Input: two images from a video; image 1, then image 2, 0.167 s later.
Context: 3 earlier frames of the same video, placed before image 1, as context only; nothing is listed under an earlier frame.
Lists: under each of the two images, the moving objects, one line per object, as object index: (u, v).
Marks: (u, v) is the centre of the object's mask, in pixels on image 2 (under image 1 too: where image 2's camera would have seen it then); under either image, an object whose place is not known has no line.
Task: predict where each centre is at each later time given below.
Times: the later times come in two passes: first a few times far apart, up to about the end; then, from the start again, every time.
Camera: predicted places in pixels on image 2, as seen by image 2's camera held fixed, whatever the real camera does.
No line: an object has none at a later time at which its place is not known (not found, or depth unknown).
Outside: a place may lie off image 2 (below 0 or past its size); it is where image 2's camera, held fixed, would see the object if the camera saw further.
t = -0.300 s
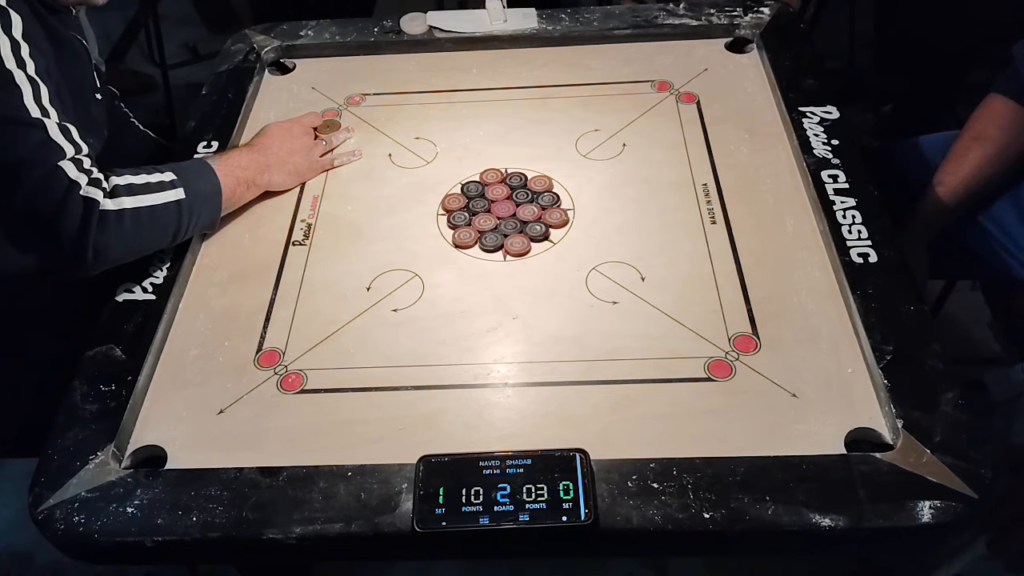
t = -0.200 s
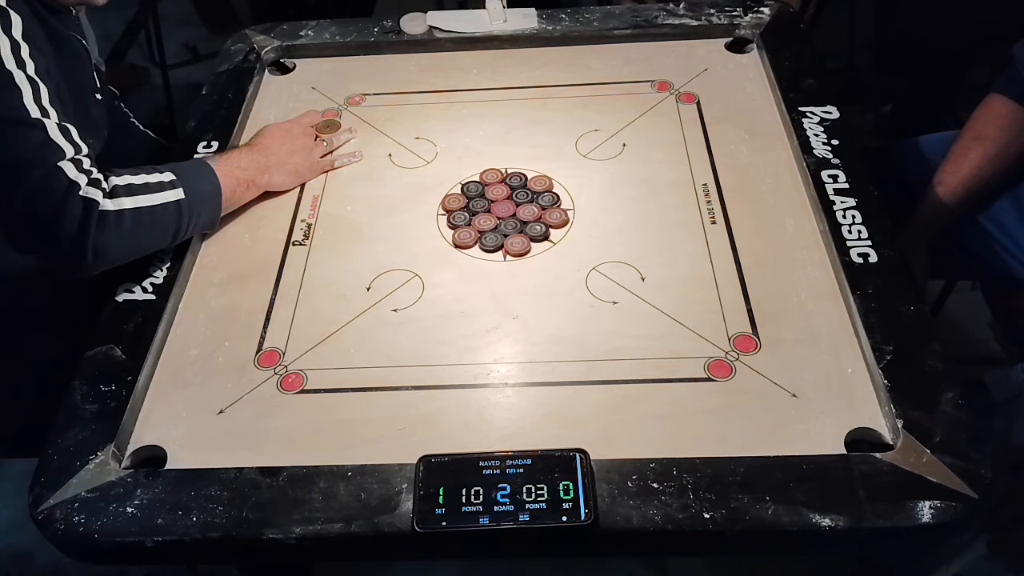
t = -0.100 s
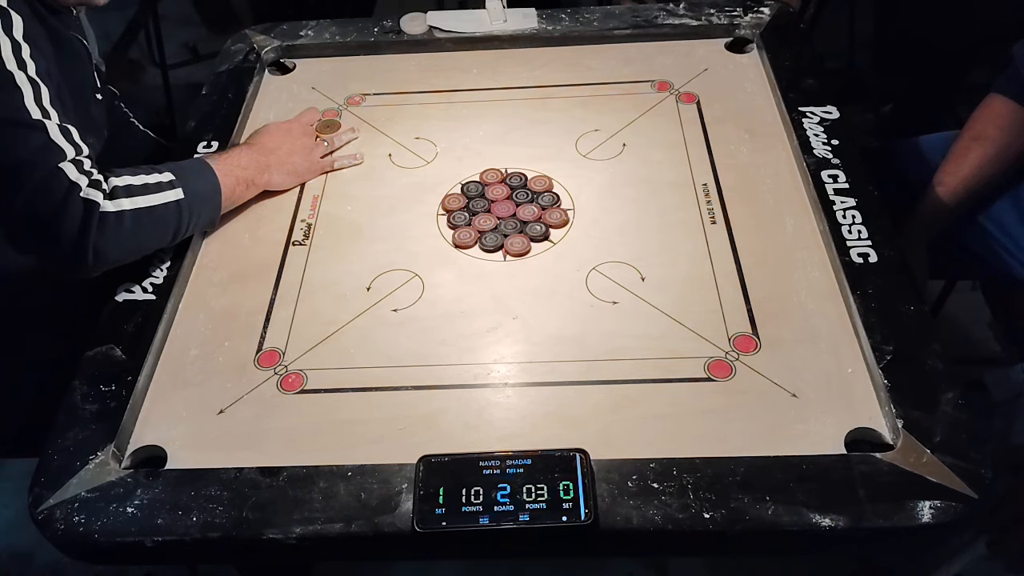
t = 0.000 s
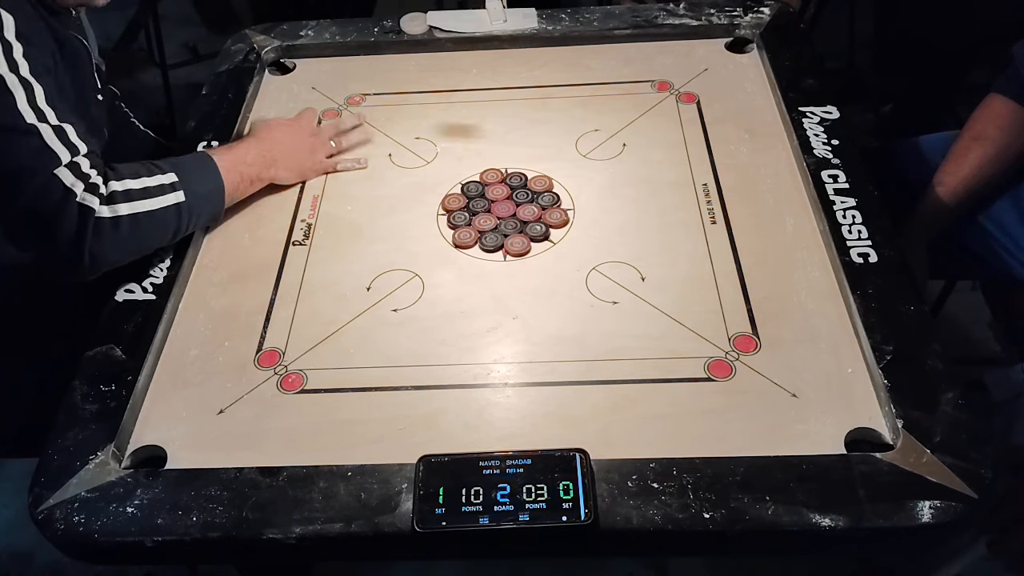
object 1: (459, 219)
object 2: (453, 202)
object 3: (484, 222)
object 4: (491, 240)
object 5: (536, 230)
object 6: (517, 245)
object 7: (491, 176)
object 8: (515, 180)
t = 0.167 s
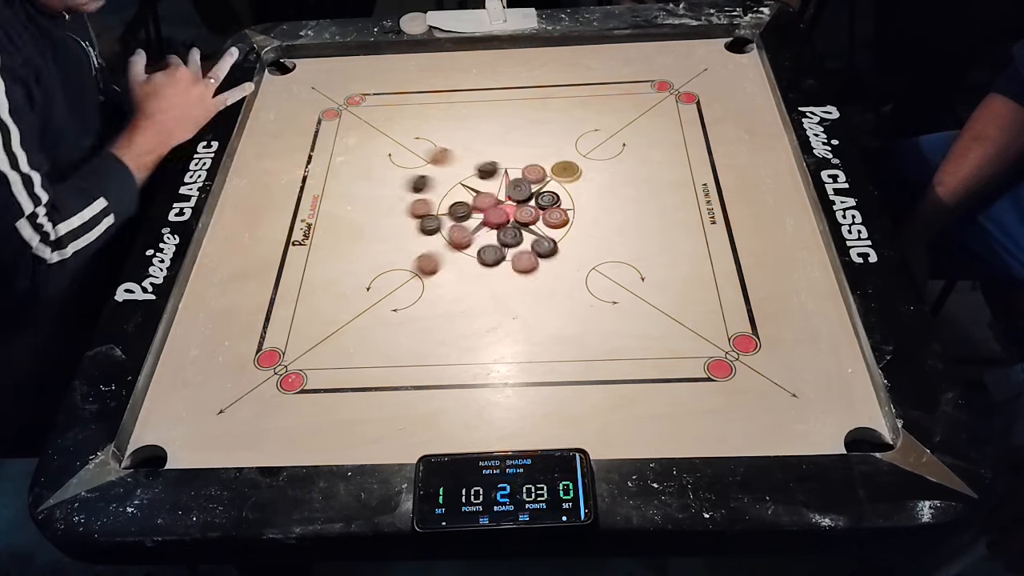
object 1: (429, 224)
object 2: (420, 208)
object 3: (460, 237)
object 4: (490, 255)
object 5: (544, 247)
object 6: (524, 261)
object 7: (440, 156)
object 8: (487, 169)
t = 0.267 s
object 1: (356, 237)
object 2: (336, 222)
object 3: (395, 279)
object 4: (488, 285)
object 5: (564, 285)
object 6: (543, 302)
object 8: (415, 145)
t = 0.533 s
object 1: (229, 260)
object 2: (230, 240)
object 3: (267, 356)
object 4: (487, 310)
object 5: (596, 346)
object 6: (579, 371)
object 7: (440, 91)
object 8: (291, 100)
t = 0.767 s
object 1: (211, 264)
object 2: (251, 238)
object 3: (239, 373)
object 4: (487, 310)
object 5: (598, 348)
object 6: (582, 375)
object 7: (542, 116)
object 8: (283, 87)
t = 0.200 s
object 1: (404, 229)
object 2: (389, 213)
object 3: (437, 252)
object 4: (489, 266)
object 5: (551, 260)
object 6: (531, 276)
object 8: (461, 161)
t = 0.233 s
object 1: (379, 233)
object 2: (362, 218)
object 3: (416, 266)
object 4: (488, 276)
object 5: (558, 273)
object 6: (537, 289)
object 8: (437, 153)
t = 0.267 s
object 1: (356, 237)
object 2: (336, 222)
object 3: (395, 279)
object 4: (488, 285)
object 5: (564, 285)
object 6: (543, 302)
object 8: (415, 145)
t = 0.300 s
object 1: (334, 240)
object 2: (312, 226)
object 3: (374, 291)
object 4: (487, 293)
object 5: (570, 297)
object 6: (549, 315)
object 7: (274, 88)
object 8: (394, 137)
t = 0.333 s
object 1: (314, 244)
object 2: (289, 230)
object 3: (355, 303)
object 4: (487, 299)
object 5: (575, 307)
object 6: (555, 326)
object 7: (297, 76)
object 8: (375, 130)
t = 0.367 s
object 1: (296, 247)
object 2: (269, 233)
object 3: (336, 314)
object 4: (487, 304)
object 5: (580, 316)
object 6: (560, 337)
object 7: (328, 64)
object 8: (358, 124)
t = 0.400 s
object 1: (278, 250)
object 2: (250, 236)
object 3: (319, 324)
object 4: (487, 307)
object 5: (584, 325)
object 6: (565, 346)
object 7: (353, 65)
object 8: (342, 118)
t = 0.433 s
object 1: (263, 253)
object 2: (233, 239)
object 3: (303, 334)
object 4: (487, 309)
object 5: (588, 332)
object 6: (569, 354)
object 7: (376, 71)
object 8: (327, 113)
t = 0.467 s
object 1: (250, 255)
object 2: (218, 241)
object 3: (289, 343)
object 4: (487, 310)
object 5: (592, 338)
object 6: (573, 361)
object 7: (398, 78)
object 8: (313, 108)
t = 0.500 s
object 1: (239, 257)
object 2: (220, 242)
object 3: (277, 350)
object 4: (487, 310)
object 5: (594, 342)
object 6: (577, 367)
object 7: (419, 84)
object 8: (301, 104)
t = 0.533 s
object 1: (229, 260)
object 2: (230, 240)
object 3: (267, 356)
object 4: (487, 310)
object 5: (596, 346)
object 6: (579, 371)
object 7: (440, 91)
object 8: (291, 100)
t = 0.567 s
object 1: (222, 261)
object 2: (238, 240)
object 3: (257, 362)
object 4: (487, 310)
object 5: (597, 347)
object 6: (581, 374)
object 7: (461, 97)
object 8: (282, 96)
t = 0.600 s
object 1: (216, 263)
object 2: (243, 239)
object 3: (250, 366)
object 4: (487, 310)
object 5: (598, 348)
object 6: (582, 375)
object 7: (481, 103)
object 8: (274, 93)
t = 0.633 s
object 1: (213, 263)
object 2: (247, 239)
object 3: (245, 369)
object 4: (487, 310)
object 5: (598, 348)
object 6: (582, 375)
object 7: (500, 109)
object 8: (269, 91)
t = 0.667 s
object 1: (211, 264)
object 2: (250, 238)
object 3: (241, 371)
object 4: (487, 310)
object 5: (598, 348)
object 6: (582, 375)
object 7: (519, 115)
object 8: (273, 89)
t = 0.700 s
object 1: (211, 264)
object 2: (250, 238)
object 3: (240, 372)
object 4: (487, 310)
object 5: (598, 348)
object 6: (582, 375)
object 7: (538, 121)
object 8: (278, 88)
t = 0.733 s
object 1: (211, 264)
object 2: (251, 238)
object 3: (240, 373)
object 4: (487, 310)
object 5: (598, 348)
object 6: (582, 375)
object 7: (543, 120)
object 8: (281, 88)
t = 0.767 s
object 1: (211, 264)
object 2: (251, 238)
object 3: (239, 373)
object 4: (487, 310)
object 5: (598, 348)
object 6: (582, 375)
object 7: (542, 116)
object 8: (283, 87)
